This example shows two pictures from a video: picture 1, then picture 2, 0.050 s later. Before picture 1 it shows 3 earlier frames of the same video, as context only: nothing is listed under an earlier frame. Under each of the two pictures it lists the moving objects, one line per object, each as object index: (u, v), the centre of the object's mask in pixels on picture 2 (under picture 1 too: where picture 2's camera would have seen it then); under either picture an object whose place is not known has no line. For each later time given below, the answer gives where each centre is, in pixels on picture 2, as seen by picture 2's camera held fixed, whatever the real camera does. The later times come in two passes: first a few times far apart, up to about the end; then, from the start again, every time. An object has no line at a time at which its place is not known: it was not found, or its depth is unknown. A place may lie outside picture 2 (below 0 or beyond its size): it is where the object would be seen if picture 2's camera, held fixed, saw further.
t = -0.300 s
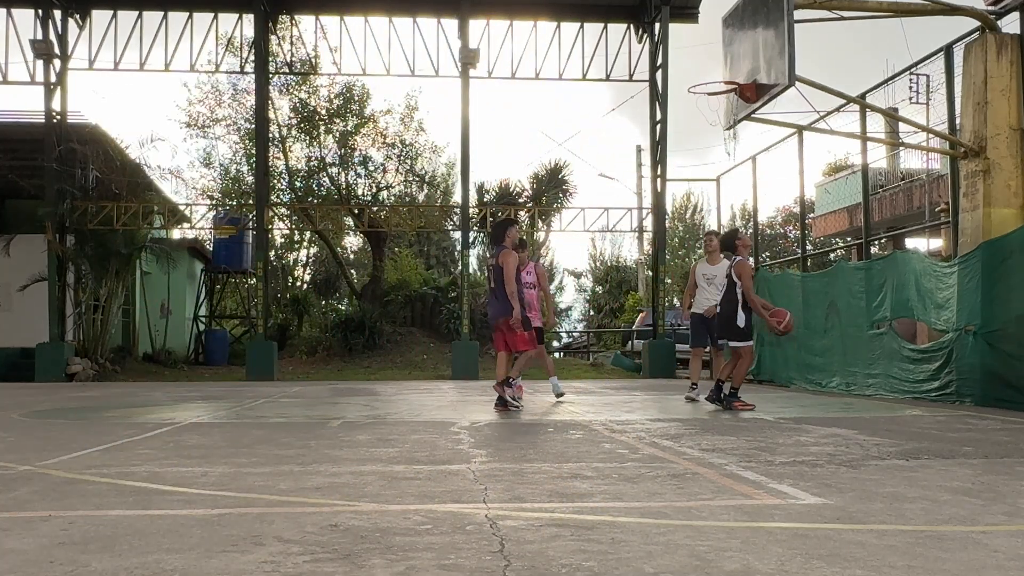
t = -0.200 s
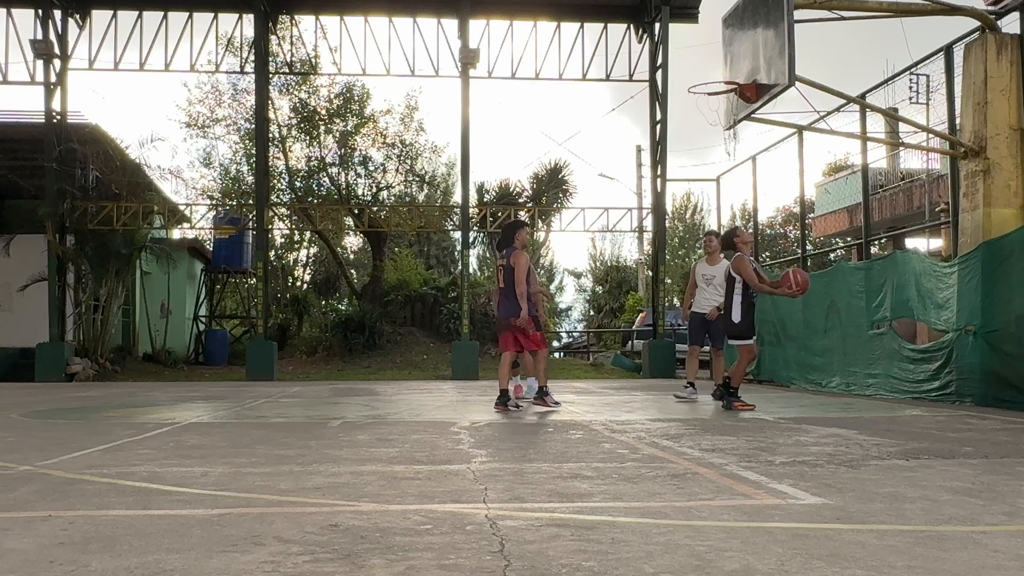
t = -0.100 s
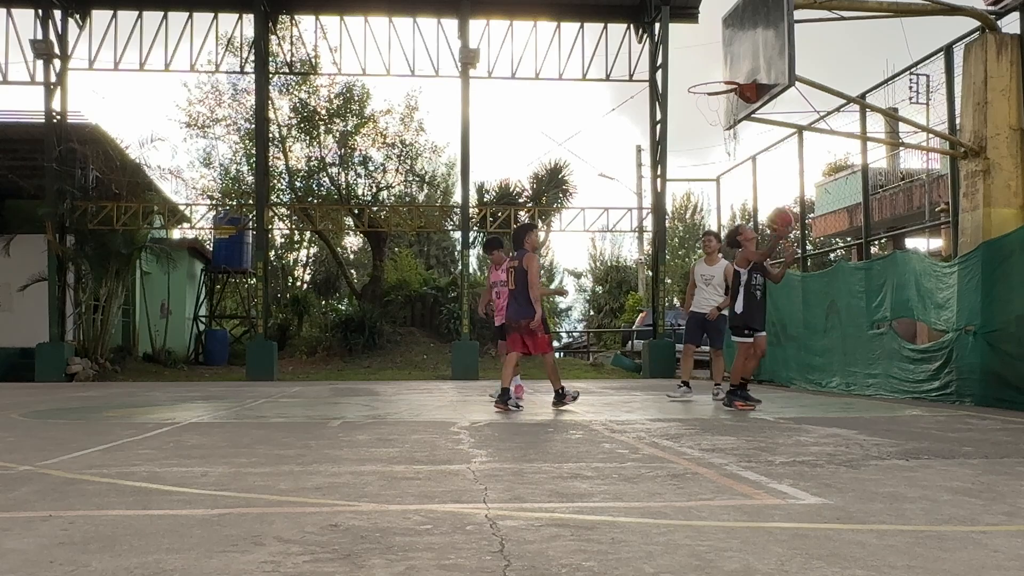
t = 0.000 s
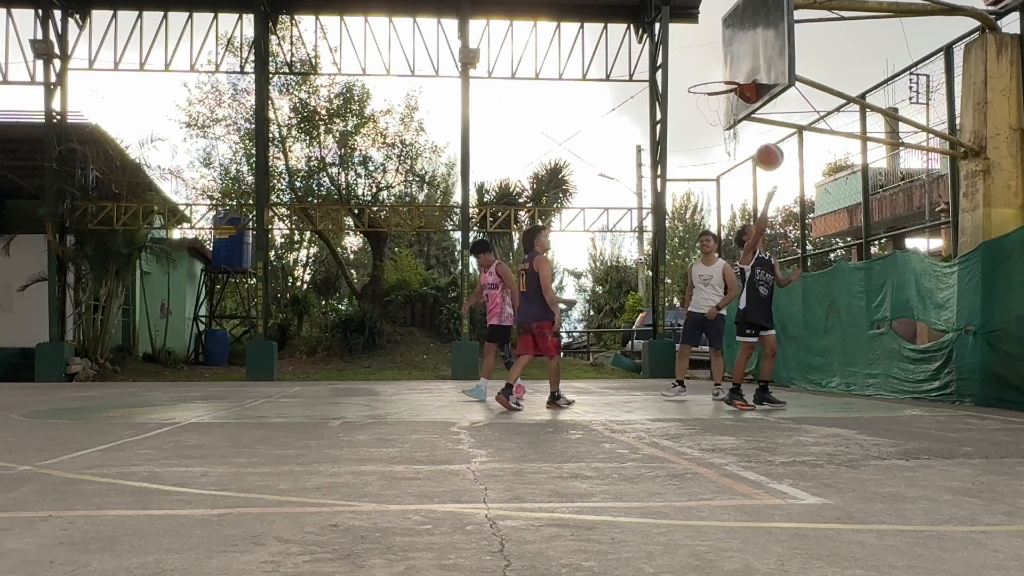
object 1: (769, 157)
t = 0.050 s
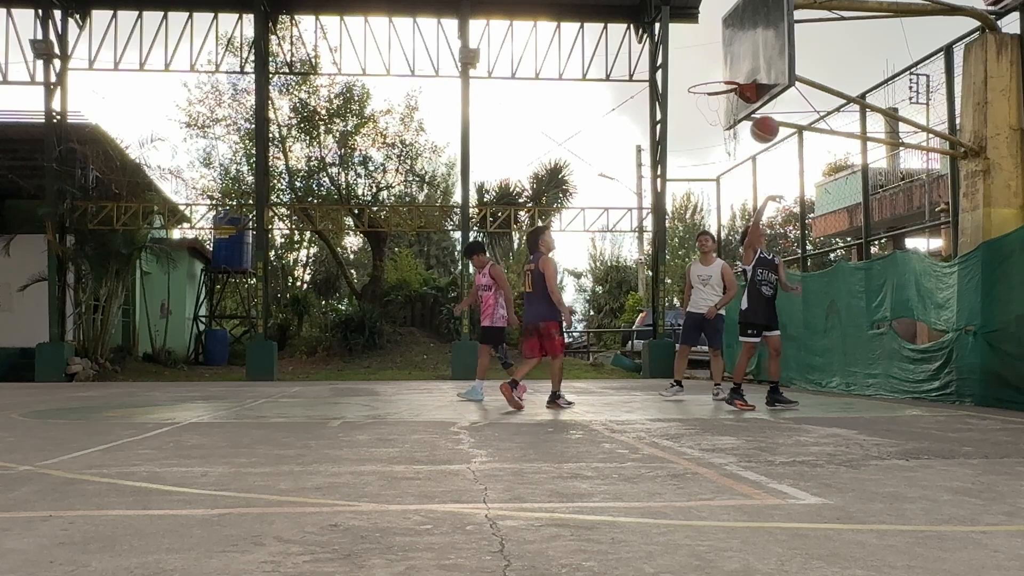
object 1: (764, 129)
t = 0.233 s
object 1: (749, 57)
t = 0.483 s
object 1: (731, 25)
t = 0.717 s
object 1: (717, 52)
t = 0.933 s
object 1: (705, 122)
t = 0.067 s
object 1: (763, 121)
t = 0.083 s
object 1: (761, 113)
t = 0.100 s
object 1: (760, 105)
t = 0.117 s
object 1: (758, 98)
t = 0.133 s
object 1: (756, 91)
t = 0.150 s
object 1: (754, 86)
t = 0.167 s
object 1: (754, 78)
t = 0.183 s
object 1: (753, 72)
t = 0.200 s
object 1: (751, 67)
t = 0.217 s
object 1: (750, 62)
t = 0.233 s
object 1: (749, 57)
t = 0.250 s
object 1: (747, 53)
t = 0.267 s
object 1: (746, 49)
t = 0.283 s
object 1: (745, 45)
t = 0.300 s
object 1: (744, 42)
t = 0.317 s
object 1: (742, 39)
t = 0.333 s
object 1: (741, 36)
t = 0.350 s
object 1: (740, 33)
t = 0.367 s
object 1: (739, 31)
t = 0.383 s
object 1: (737, 30)
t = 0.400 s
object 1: (736, 28)
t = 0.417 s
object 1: (735, 27)
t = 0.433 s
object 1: (734, 26)
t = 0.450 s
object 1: (733, 25)
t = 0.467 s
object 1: (732, 25)
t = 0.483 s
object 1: (731, 25)
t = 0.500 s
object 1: (729, 25)
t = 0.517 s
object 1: (729, 26)
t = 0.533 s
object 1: (727, 26)
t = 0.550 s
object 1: (726, 27)
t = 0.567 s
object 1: (725, 29)
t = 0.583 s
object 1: (724, 30)
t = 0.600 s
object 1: (723, 32)
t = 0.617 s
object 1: (722, 34)
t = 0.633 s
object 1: (721, 37)
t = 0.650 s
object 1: (720, 39)
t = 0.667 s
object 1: (719, 42)
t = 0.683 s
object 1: (718, 45)
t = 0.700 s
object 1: (717, 49)
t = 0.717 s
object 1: (717, 52)
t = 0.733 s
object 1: (716, 56)
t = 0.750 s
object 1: (715, 60)
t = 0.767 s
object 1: (714, 65)
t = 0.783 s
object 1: (713, 70)
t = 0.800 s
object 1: (712, 75)
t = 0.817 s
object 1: (711, 80)
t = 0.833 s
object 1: (710, 85)
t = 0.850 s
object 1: (710, 91)
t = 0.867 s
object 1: (709, 97)
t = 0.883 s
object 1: (708, 103)
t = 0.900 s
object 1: (707, 109)
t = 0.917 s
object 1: (706, 115)
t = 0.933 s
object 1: (705, 122)
